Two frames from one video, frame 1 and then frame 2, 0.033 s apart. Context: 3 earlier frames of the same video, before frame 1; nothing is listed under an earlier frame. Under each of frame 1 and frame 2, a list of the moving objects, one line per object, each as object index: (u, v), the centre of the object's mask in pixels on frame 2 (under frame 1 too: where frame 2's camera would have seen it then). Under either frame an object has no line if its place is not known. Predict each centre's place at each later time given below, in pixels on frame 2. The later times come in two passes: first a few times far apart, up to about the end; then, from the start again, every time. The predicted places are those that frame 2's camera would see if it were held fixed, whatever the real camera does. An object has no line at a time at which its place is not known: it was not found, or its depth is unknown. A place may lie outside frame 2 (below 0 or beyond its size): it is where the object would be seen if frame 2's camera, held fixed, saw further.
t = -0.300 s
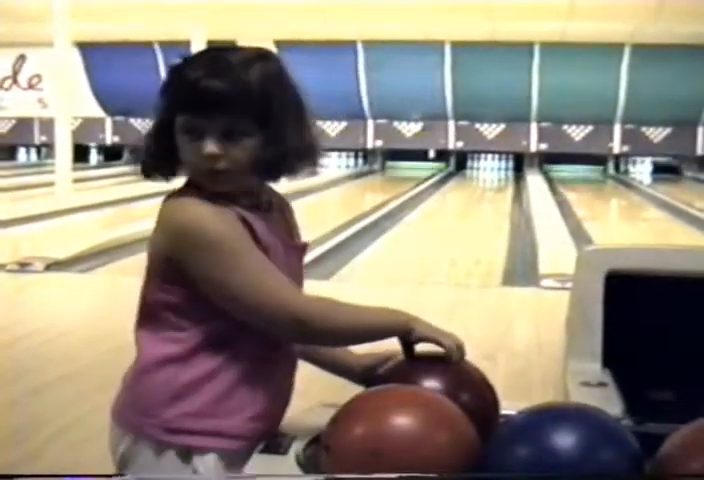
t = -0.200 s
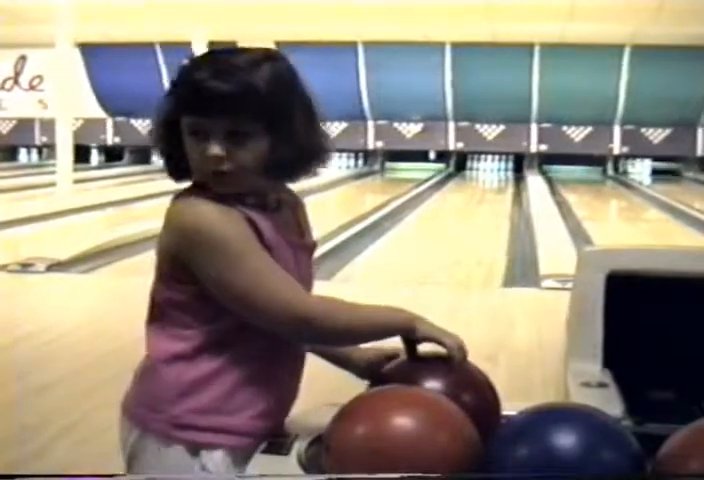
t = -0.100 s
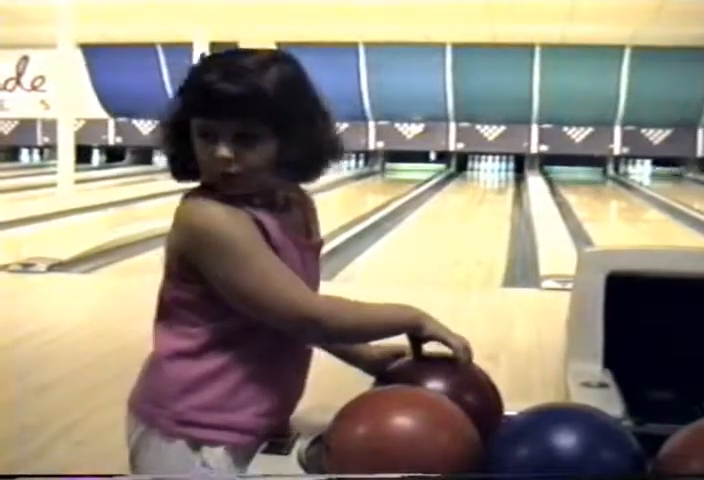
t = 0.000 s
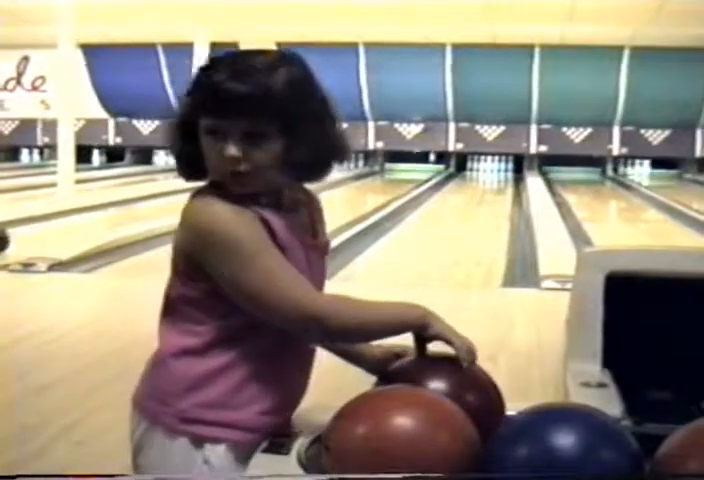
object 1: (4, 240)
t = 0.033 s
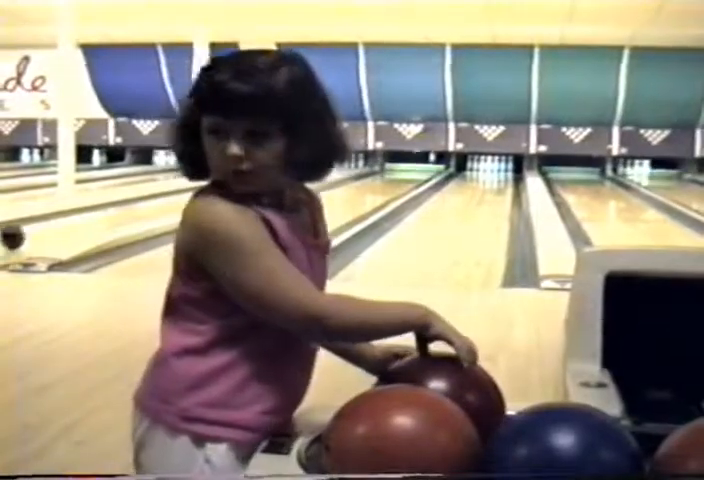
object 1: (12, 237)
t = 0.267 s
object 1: (100, 216)
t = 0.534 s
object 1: (165, 202)
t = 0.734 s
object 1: (197, 192)
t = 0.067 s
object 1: (26, 234)
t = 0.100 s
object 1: (40, 230)
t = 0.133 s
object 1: (54, 227)
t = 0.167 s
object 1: (66, 224)
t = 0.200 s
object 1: (77, 221)
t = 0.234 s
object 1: (89, 218)
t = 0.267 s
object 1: (100, 216)
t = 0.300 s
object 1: (109, 214)
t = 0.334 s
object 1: (118, 212)
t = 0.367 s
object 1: (127, 210)
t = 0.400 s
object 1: (136, 209)
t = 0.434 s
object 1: (144, 207)
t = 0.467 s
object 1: (152, 205)
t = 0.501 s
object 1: (159, 204)
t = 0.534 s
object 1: (165, 202)
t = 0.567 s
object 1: (173, 201)
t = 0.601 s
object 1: (179, 199)
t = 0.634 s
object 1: (184, 198)
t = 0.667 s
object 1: (189, 197)
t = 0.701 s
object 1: (195, 195)
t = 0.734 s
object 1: (197, 192)
